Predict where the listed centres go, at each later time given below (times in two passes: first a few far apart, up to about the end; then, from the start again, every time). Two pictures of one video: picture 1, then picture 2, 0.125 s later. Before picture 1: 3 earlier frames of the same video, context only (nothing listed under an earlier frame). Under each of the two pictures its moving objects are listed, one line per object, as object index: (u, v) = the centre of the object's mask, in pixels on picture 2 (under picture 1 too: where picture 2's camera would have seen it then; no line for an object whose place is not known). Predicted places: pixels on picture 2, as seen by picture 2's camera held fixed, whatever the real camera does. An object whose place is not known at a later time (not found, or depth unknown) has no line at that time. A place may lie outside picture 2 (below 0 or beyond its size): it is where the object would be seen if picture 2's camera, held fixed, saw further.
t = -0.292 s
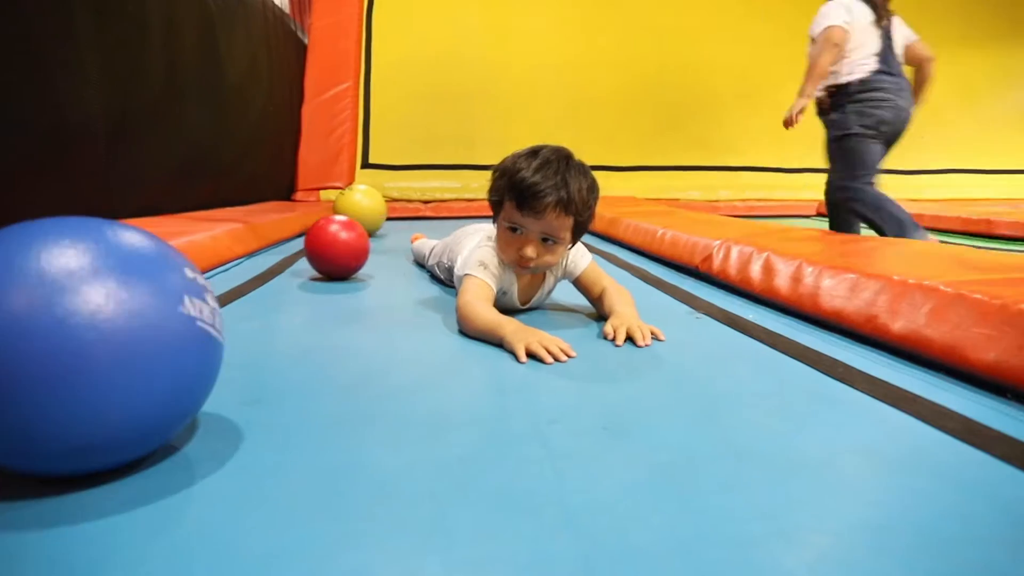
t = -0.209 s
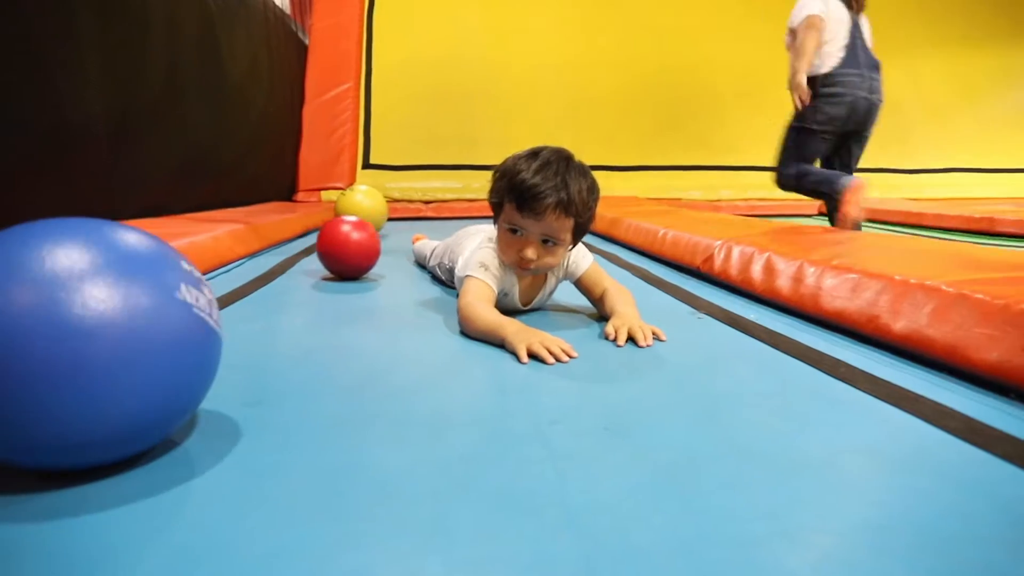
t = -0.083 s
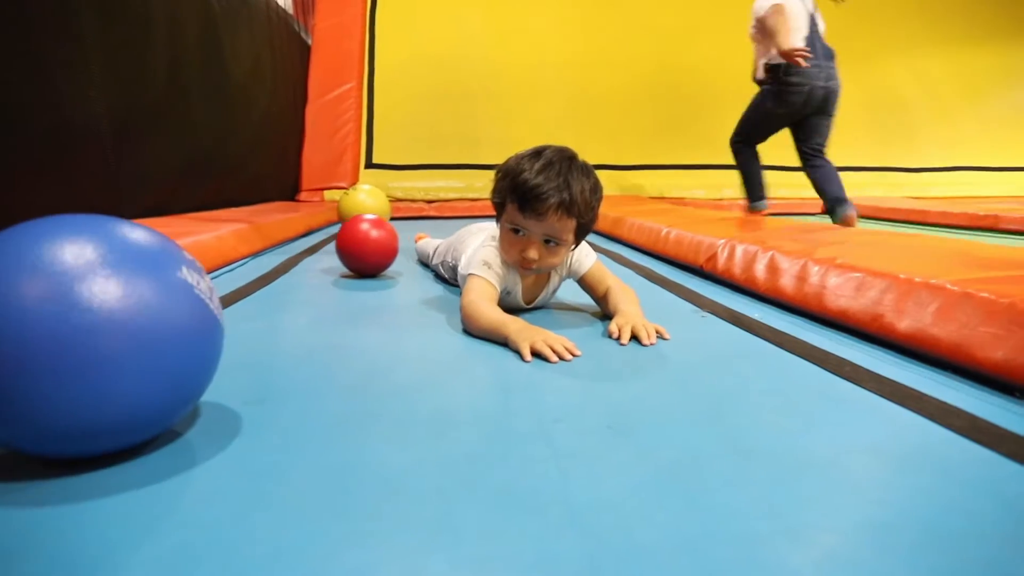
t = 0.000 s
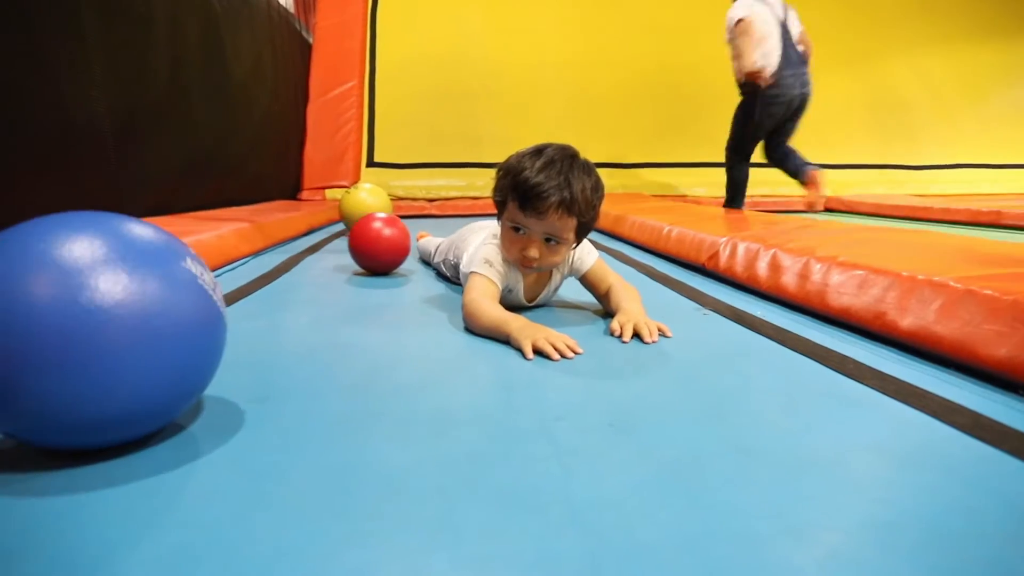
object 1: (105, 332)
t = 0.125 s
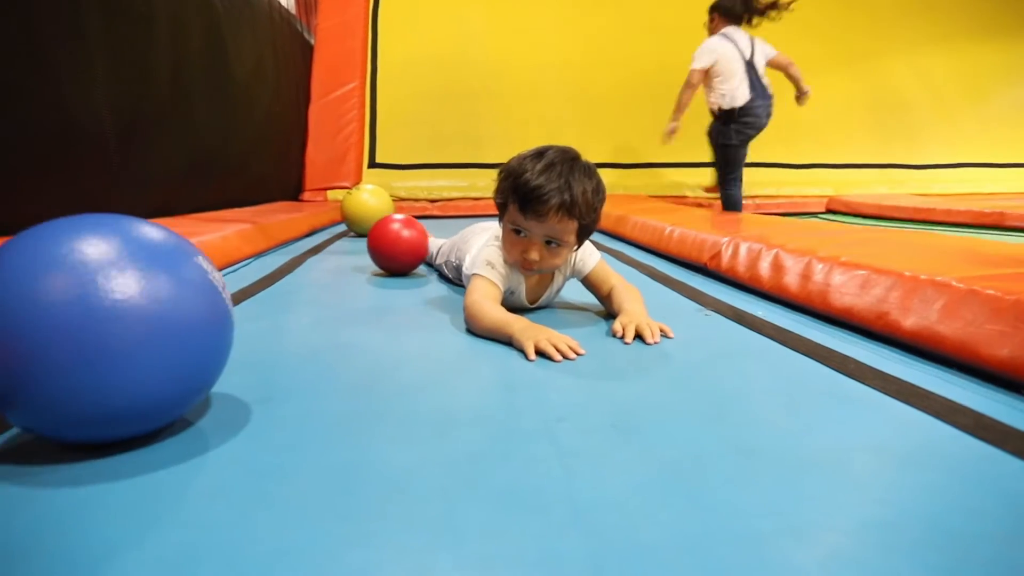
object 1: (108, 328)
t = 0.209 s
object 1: (110, 325)
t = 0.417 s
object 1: (124, 319)
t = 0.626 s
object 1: (151, 314)
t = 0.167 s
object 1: (108, 326)
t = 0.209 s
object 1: (110, 325)
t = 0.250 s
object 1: (112, 324)
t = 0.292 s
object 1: (115, 323)
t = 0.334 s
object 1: (117, 321)
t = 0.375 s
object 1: (120, 320)
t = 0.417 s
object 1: (124, 319)
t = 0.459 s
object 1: (129, 318)
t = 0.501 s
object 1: (134, 317)
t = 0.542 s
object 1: (139, 316)
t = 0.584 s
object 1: (145, 316)
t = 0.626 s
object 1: (151, 314)
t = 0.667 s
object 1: (158, 314)
